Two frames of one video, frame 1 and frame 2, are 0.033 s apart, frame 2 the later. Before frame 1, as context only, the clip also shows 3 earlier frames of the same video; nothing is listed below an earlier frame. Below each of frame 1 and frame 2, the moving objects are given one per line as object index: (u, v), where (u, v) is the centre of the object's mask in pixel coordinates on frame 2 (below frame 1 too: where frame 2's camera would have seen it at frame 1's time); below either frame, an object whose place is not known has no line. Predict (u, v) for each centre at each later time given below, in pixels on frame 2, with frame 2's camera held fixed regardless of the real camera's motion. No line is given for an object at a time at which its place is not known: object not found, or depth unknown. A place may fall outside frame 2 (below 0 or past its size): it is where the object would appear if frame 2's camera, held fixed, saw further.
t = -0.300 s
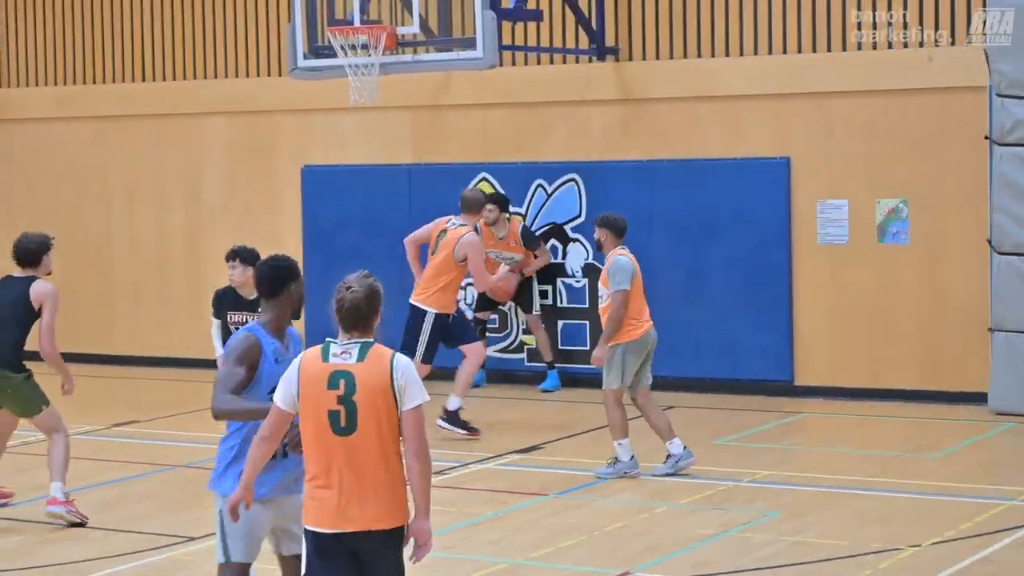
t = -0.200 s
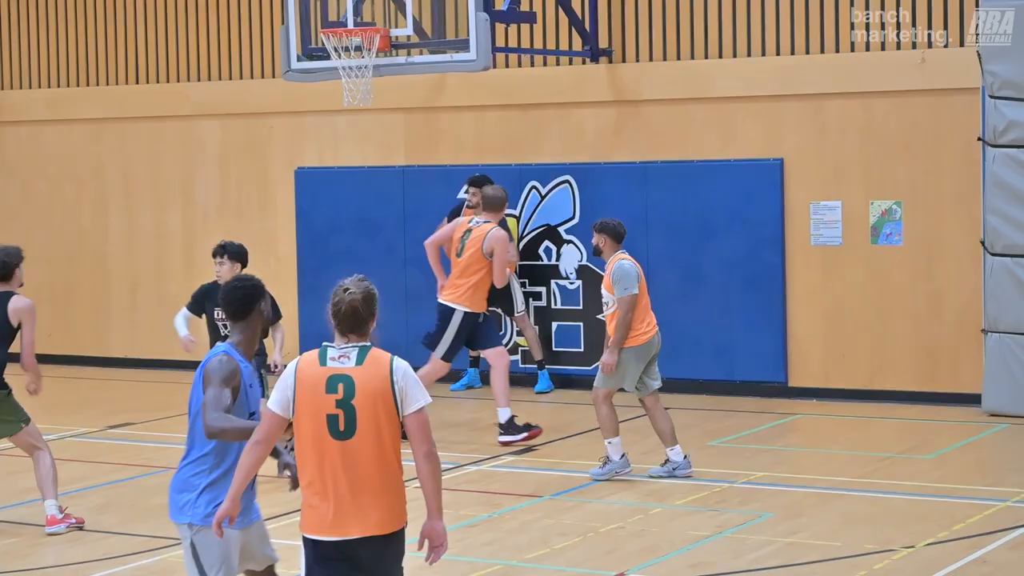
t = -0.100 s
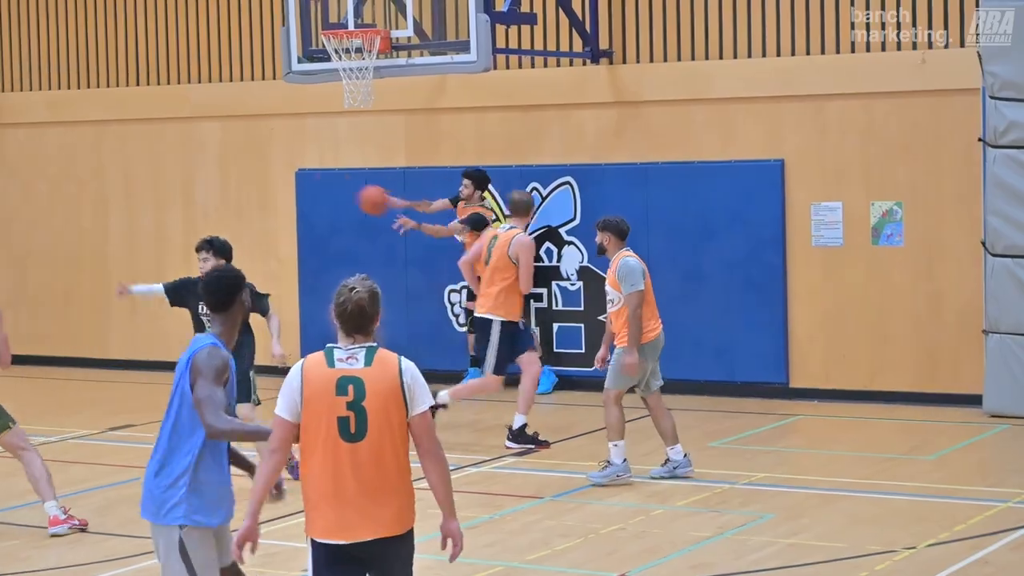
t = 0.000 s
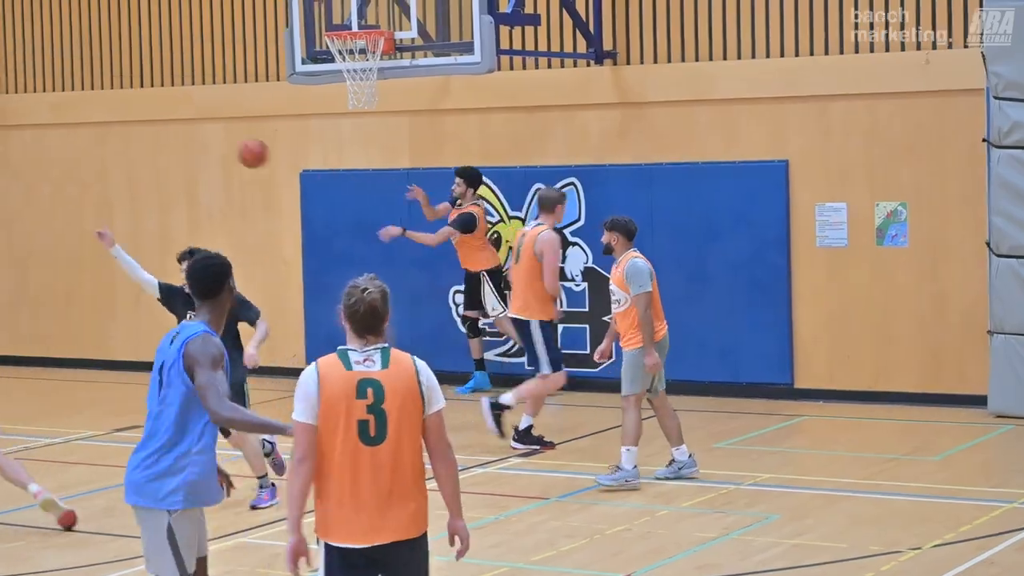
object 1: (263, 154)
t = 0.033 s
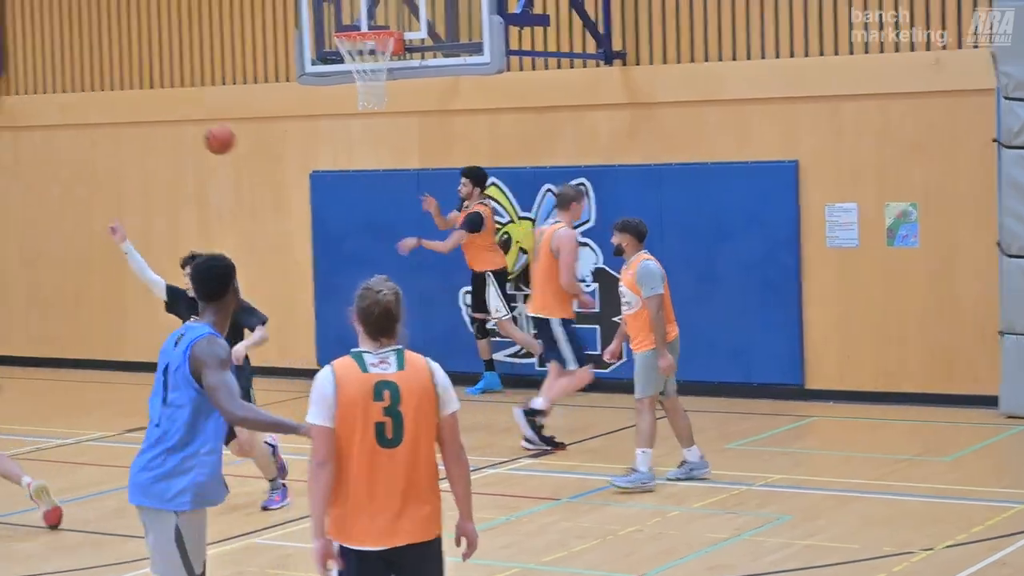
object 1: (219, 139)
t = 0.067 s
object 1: (175, 126)
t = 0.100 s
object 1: (129, 113)
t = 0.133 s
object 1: (81, 100)
